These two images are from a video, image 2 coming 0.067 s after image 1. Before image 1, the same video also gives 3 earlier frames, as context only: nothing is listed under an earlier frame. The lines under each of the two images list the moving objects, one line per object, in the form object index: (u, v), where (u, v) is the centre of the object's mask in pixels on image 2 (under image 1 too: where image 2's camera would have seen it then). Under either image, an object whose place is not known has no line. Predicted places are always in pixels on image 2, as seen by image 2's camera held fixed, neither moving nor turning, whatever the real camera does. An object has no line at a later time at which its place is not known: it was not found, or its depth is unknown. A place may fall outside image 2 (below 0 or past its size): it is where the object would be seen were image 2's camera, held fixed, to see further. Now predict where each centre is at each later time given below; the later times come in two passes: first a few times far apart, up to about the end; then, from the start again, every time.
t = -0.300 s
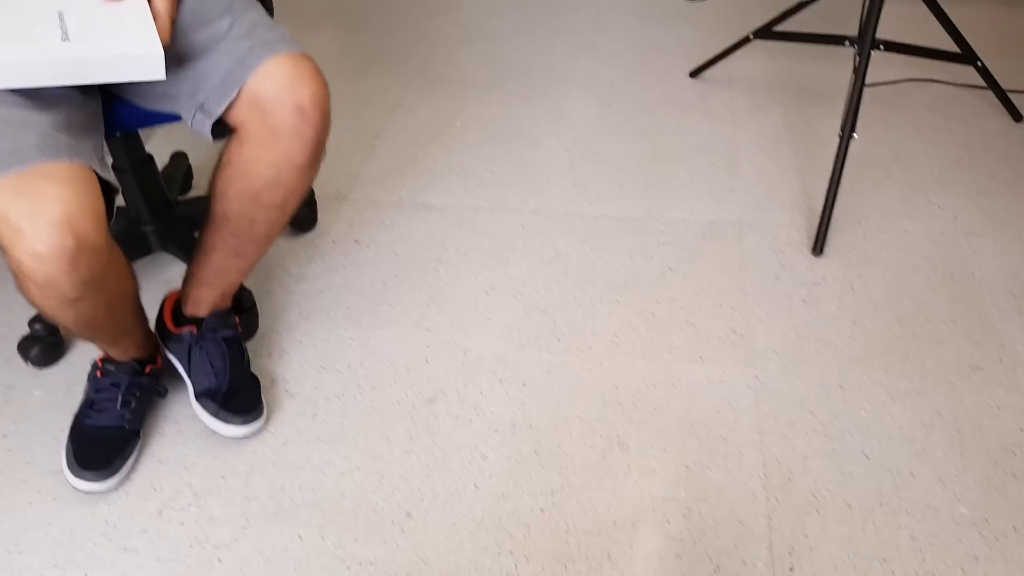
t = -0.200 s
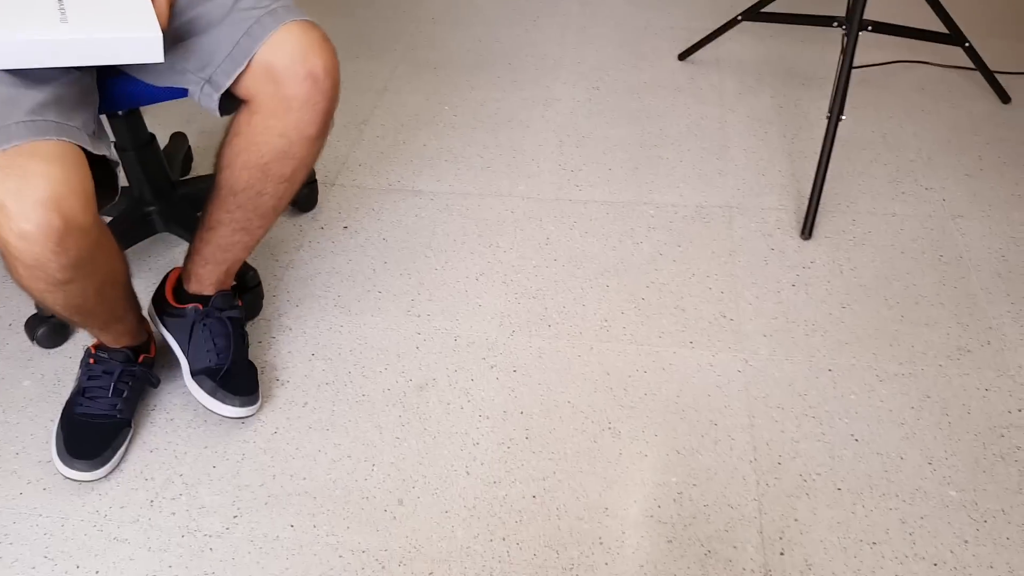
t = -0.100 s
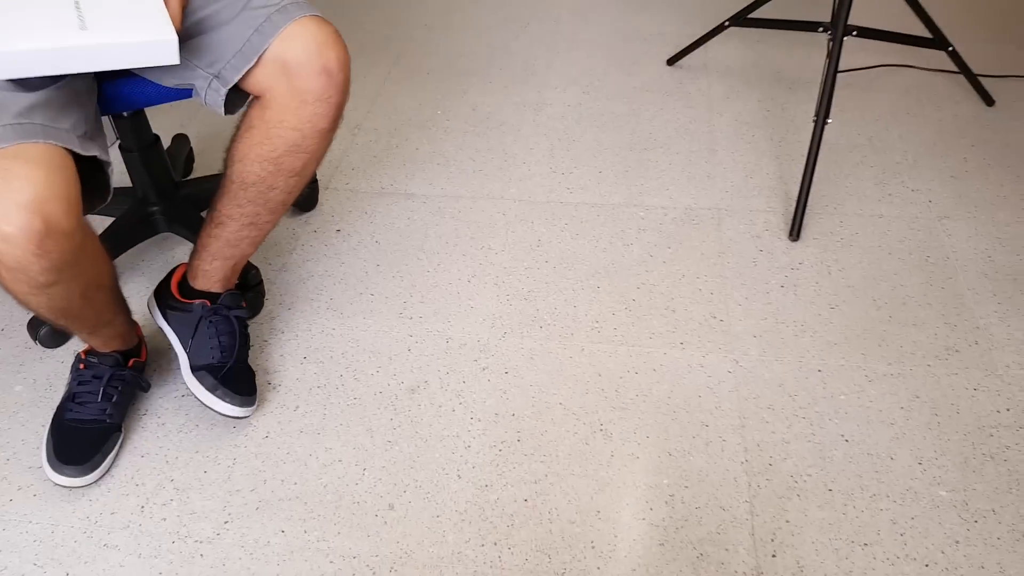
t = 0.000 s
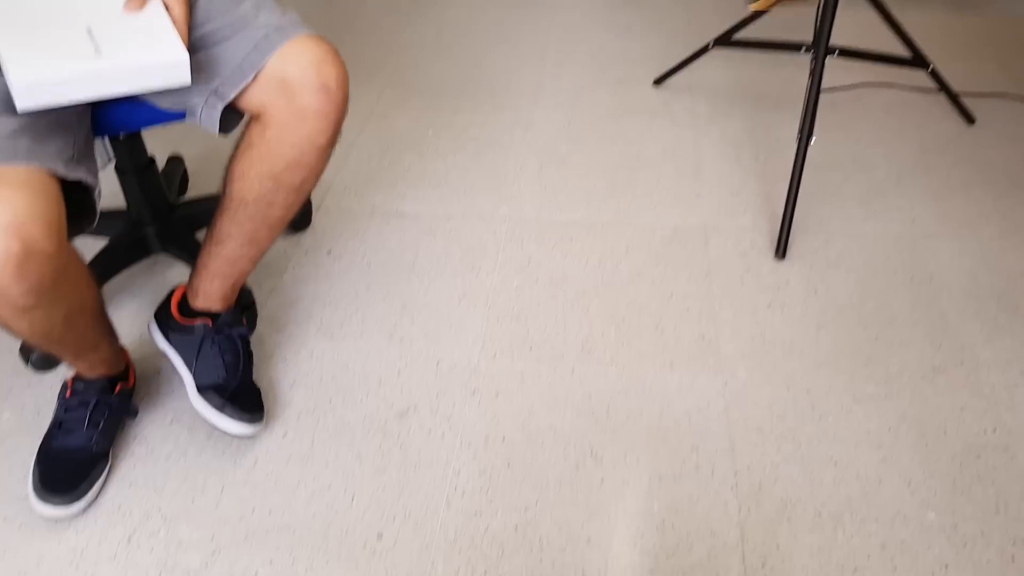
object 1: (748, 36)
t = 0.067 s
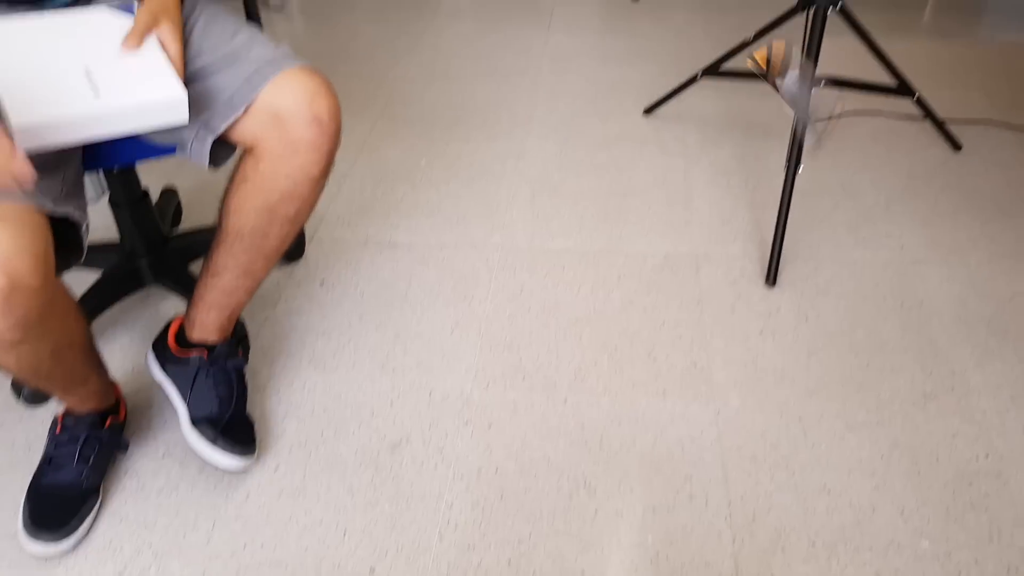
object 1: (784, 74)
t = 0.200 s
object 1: (815, 292)
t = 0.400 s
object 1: (996, 340)
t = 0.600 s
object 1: (1097, 385)
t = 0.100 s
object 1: (798, 137)
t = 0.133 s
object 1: (803, 188)
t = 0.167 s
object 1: (804, 237)
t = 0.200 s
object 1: (815, 292)
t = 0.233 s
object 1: (848, 297)
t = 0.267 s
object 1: (880, 302)
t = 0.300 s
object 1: (912, 307)
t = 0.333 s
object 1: (943, 314)
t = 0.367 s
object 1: (971, 326)
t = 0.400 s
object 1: (996, 340)
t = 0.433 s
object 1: (1021, 345)
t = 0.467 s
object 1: (1042, 354)
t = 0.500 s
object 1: (1062, 366)
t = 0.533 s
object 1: (1079, 374)
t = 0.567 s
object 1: (1089, 377)
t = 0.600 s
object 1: (1097, 385)
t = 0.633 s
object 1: (1103, 392)
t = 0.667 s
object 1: (1105, 392)
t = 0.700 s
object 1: (1105, 393)
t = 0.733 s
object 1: (1105, 394)
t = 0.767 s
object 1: (1106, 394)
